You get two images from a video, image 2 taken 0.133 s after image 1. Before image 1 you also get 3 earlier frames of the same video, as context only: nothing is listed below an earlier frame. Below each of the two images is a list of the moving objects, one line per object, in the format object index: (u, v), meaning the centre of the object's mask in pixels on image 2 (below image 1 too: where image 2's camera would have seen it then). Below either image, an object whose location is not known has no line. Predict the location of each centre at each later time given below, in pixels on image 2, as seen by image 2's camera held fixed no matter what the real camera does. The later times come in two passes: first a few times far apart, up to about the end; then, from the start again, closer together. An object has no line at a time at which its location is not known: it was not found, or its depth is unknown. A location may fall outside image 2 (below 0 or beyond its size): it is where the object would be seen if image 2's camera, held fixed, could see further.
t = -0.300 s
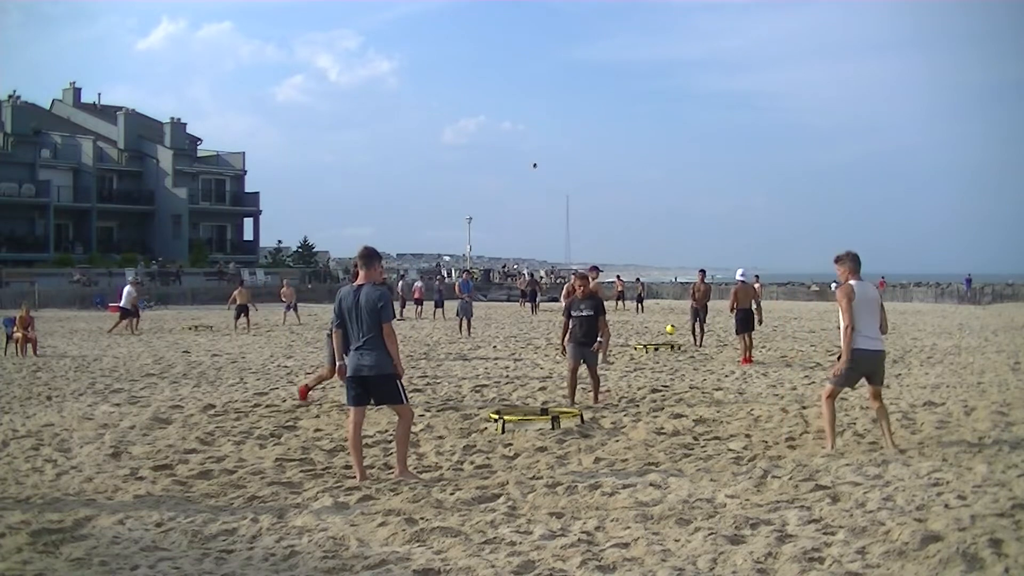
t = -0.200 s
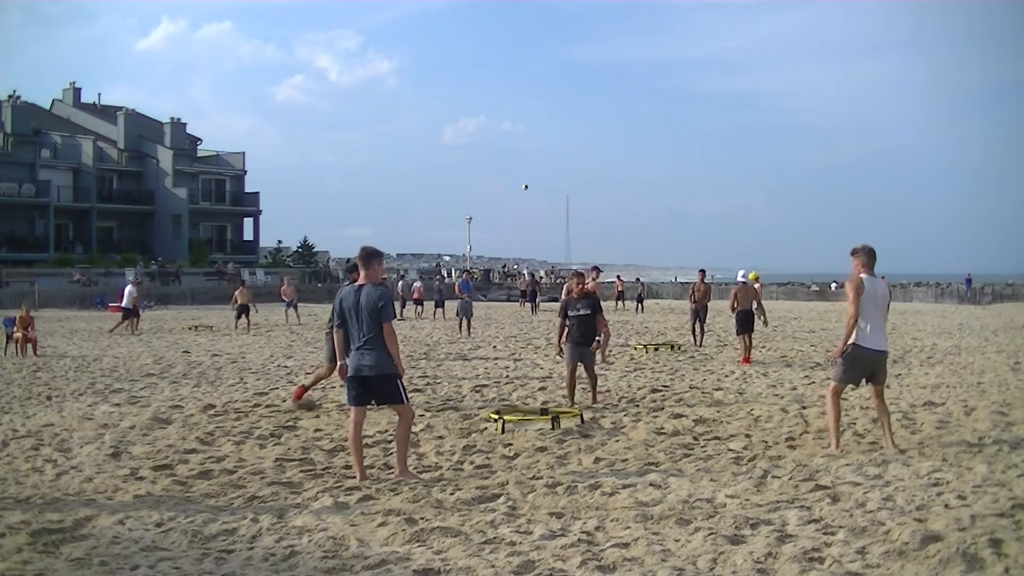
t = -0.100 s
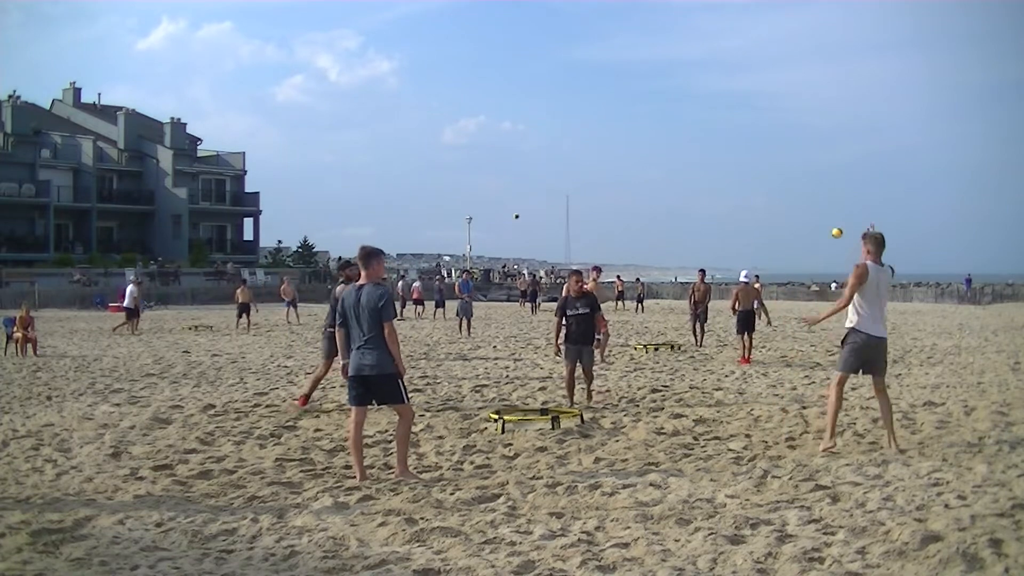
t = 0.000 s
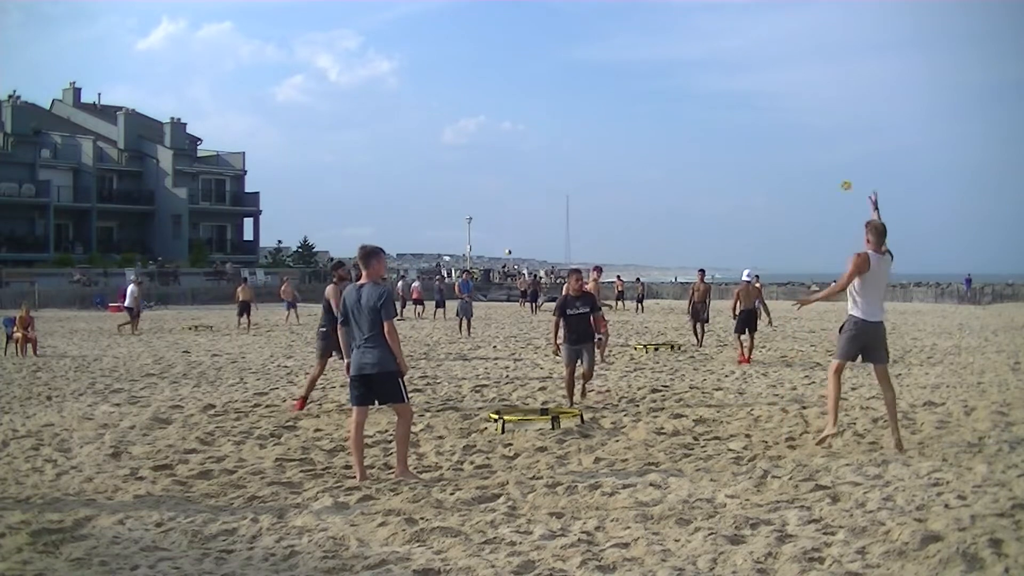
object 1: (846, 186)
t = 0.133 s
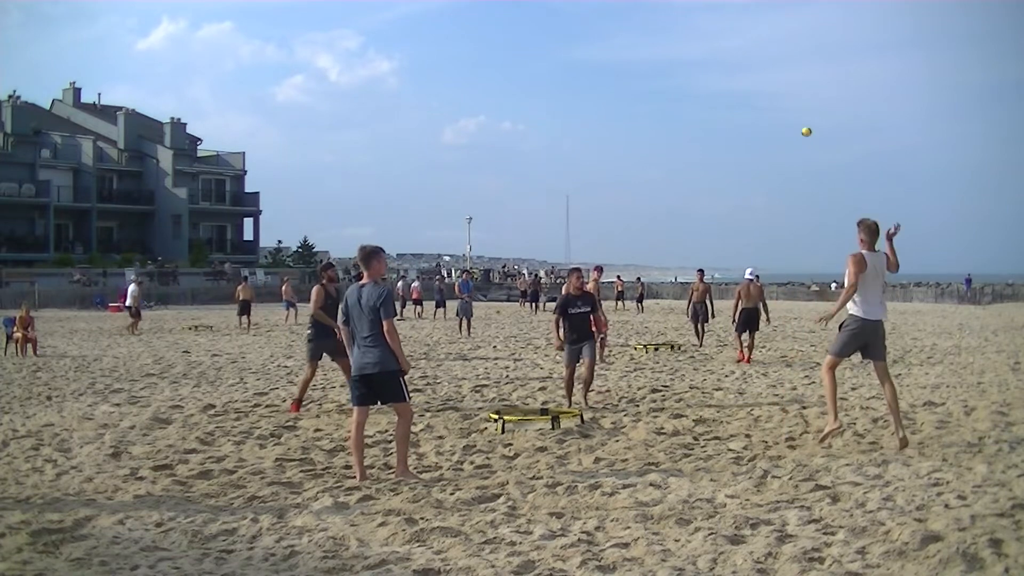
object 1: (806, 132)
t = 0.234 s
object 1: (778, 105)
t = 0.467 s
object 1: (714, 85)
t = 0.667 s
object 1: (663, 112)
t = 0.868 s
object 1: (613, 176)
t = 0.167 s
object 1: (796, 121)
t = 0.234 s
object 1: (778, 105)
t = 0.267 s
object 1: (768, 98)
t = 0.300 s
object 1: (759, 94)
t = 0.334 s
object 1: (749, 90)
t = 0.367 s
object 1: (741, 86)
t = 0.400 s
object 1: (732, 85)
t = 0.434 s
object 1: (722, 84)
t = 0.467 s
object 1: (714, 85)
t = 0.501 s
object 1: (705, 87)
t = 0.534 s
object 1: (696, 90)
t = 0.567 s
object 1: (688, 93)
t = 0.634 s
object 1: (671, 105)
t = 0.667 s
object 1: (663, 112)
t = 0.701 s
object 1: (654, 121)
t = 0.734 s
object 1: (646, 129)
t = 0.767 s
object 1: (638, 140)
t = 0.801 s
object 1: (630, 152)
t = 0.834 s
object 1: (621, 163)
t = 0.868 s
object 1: (613, 176)
